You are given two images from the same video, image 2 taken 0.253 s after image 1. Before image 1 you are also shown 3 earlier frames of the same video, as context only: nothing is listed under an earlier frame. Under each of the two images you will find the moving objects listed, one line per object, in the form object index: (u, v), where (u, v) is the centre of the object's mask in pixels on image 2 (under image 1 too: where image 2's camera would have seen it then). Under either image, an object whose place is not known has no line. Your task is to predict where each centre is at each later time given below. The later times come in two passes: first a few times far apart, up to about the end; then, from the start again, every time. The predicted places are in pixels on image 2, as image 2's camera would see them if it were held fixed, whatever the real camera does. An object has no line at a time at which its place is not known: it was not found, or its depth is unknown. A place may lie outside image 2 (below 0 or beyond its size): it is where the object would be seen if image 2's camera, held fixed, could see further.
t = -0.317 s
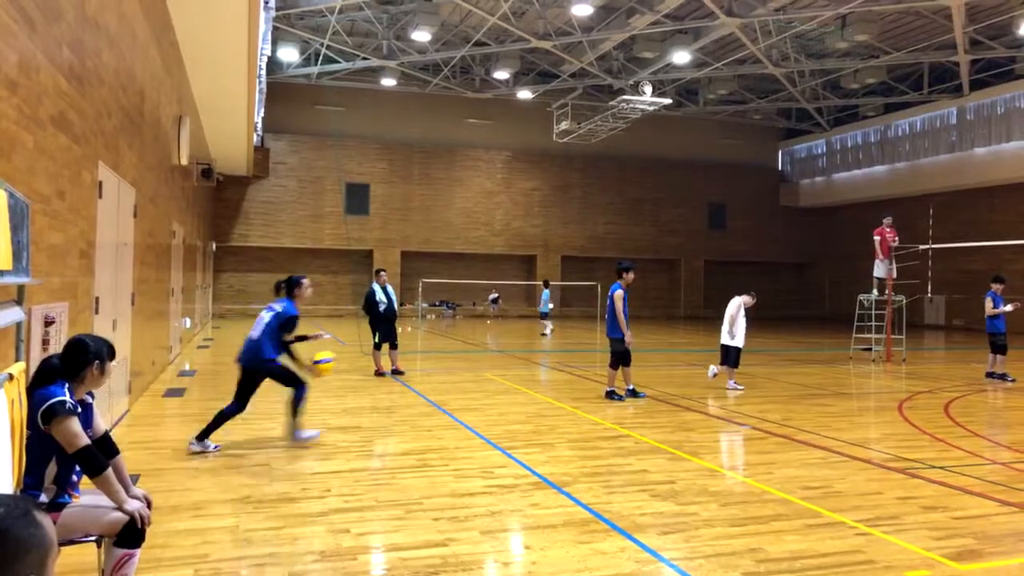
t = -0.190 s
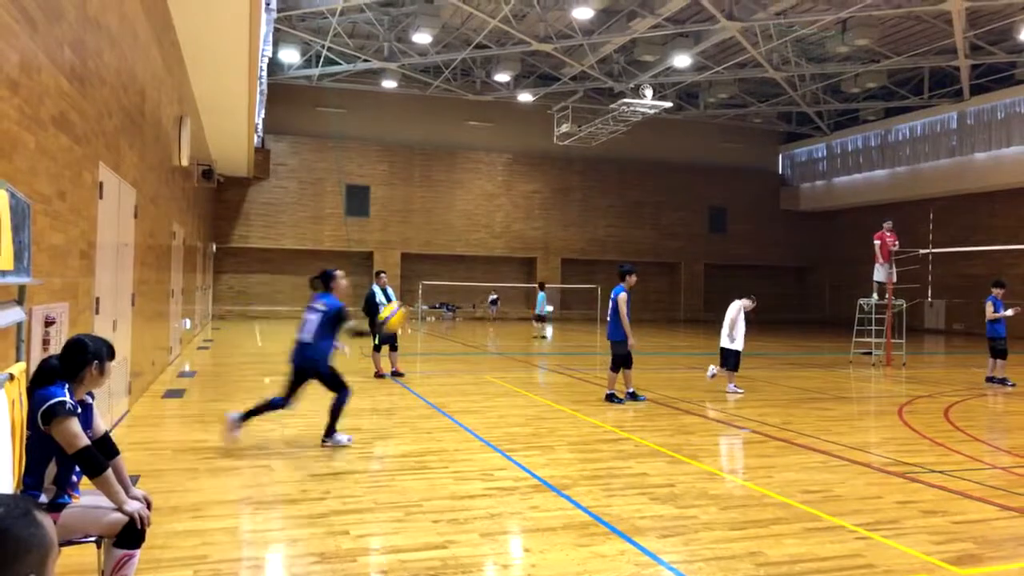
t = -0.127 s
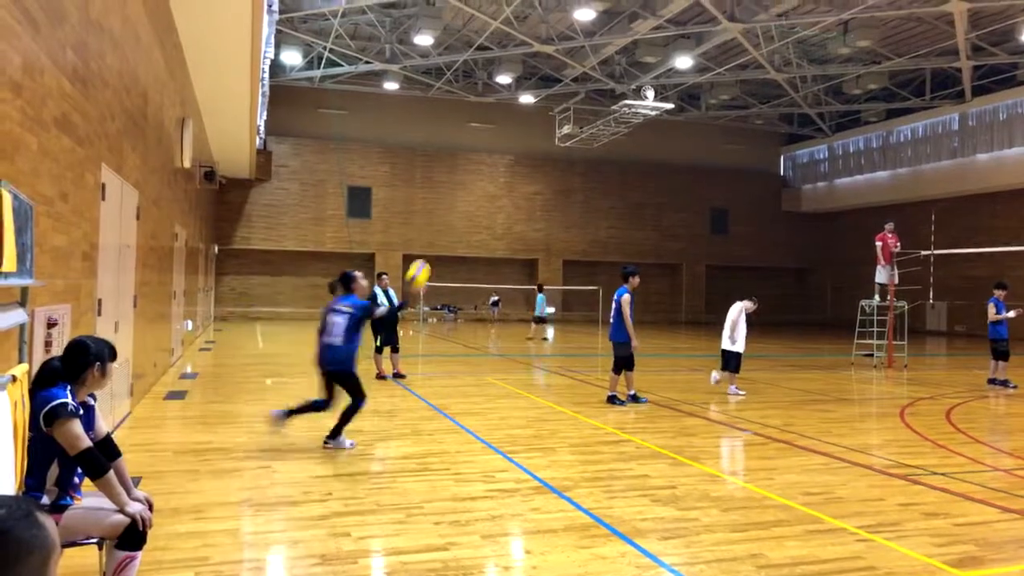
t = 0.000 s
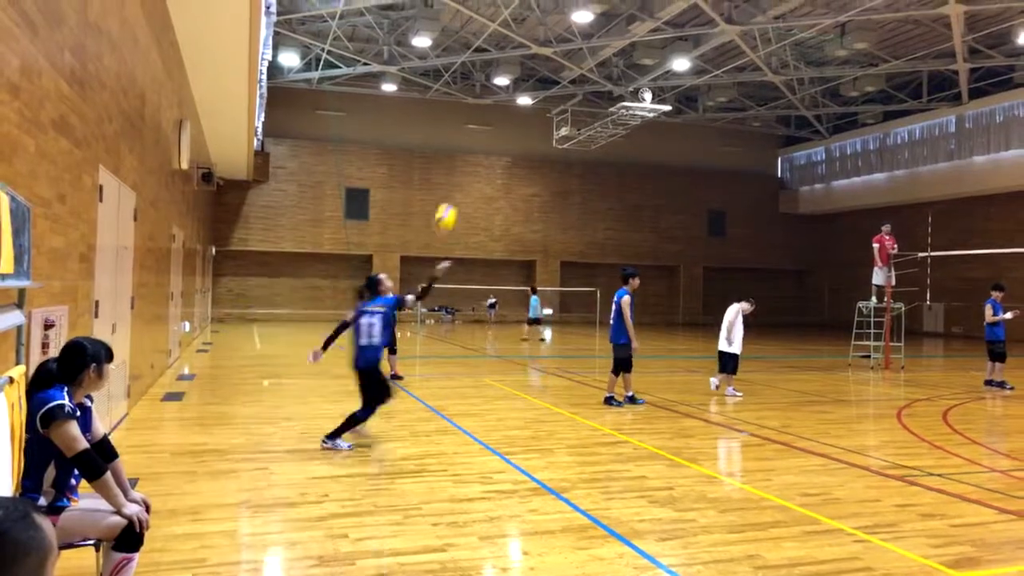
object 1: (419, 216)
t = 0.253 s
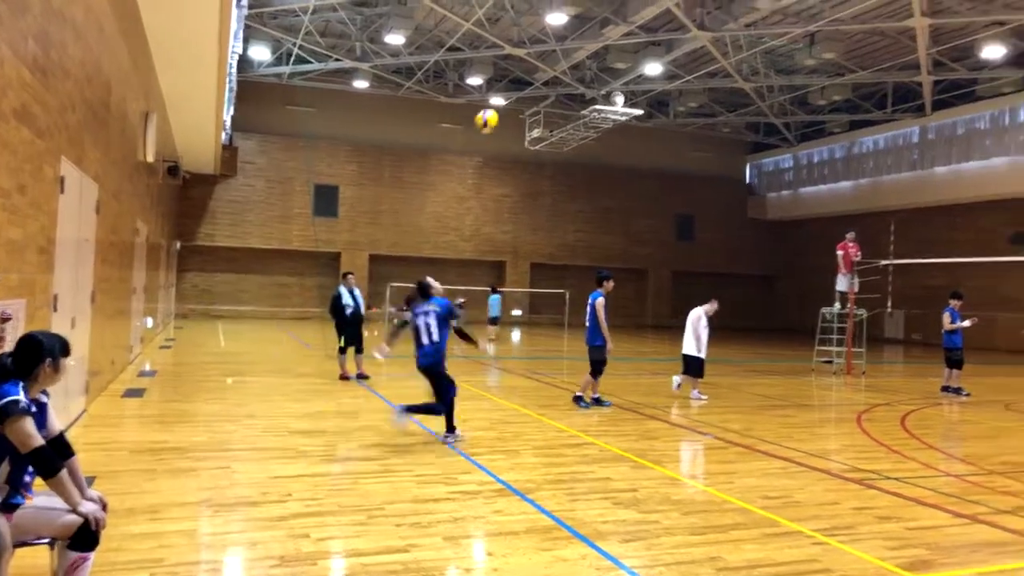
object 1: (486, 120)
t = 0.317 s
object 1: (502, 109)
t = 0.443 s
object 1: (532, 100)
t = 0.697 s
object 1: (579, 123)
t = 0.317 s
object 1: (502, 109)
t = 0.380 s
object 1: (518, 102)
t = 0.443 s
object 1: (532, 100)
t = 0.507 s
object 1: (545, 102)
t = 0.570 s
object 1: (552, 104)
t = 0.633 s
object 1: (566, 111)
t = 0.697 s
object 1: (579, 123)
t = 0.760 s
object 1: (592, 140)
